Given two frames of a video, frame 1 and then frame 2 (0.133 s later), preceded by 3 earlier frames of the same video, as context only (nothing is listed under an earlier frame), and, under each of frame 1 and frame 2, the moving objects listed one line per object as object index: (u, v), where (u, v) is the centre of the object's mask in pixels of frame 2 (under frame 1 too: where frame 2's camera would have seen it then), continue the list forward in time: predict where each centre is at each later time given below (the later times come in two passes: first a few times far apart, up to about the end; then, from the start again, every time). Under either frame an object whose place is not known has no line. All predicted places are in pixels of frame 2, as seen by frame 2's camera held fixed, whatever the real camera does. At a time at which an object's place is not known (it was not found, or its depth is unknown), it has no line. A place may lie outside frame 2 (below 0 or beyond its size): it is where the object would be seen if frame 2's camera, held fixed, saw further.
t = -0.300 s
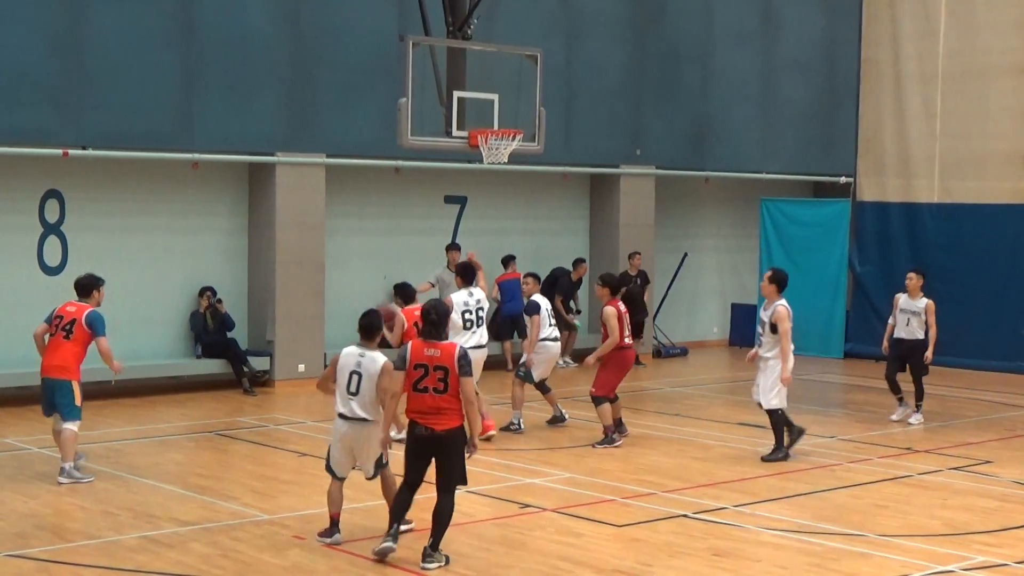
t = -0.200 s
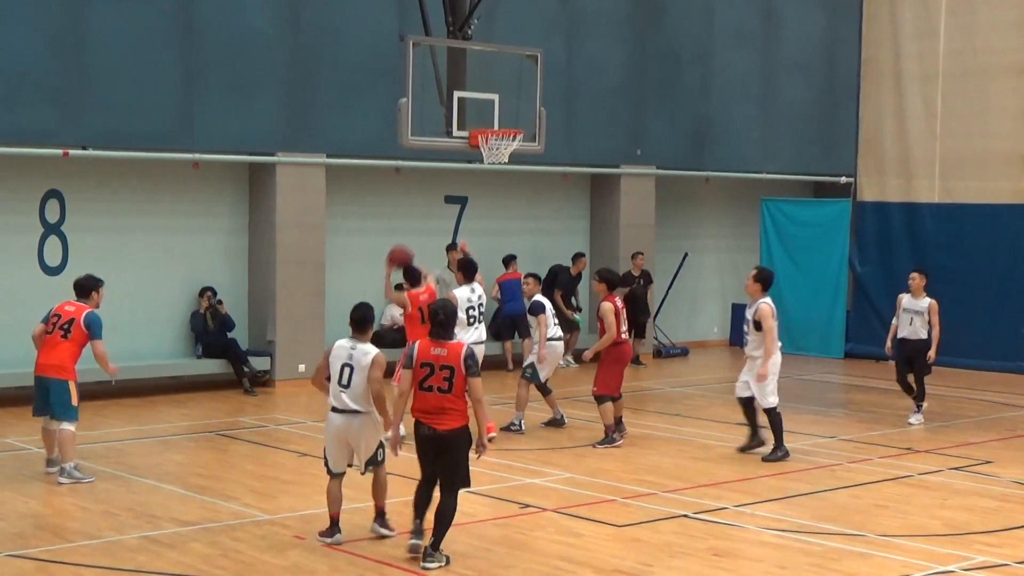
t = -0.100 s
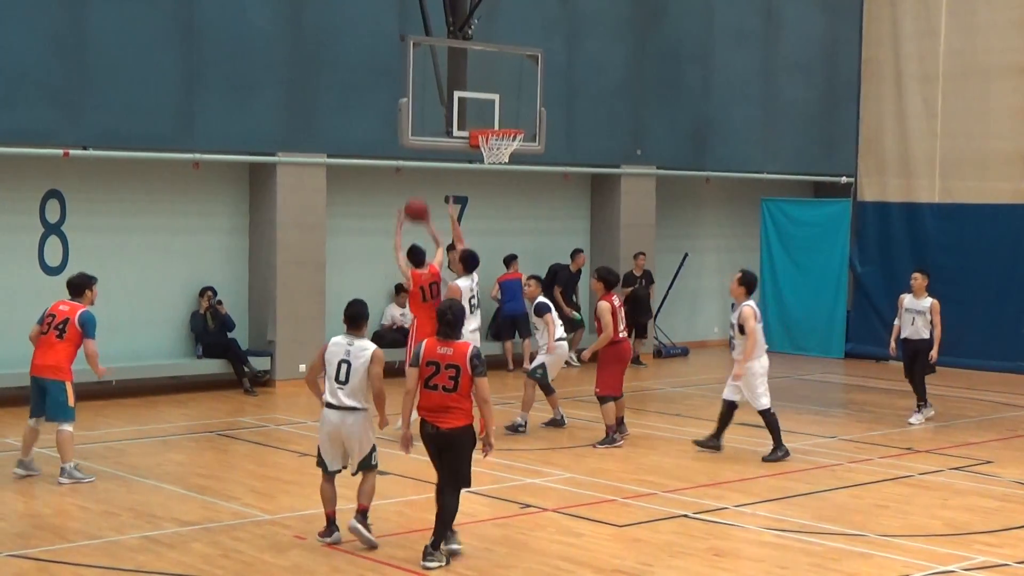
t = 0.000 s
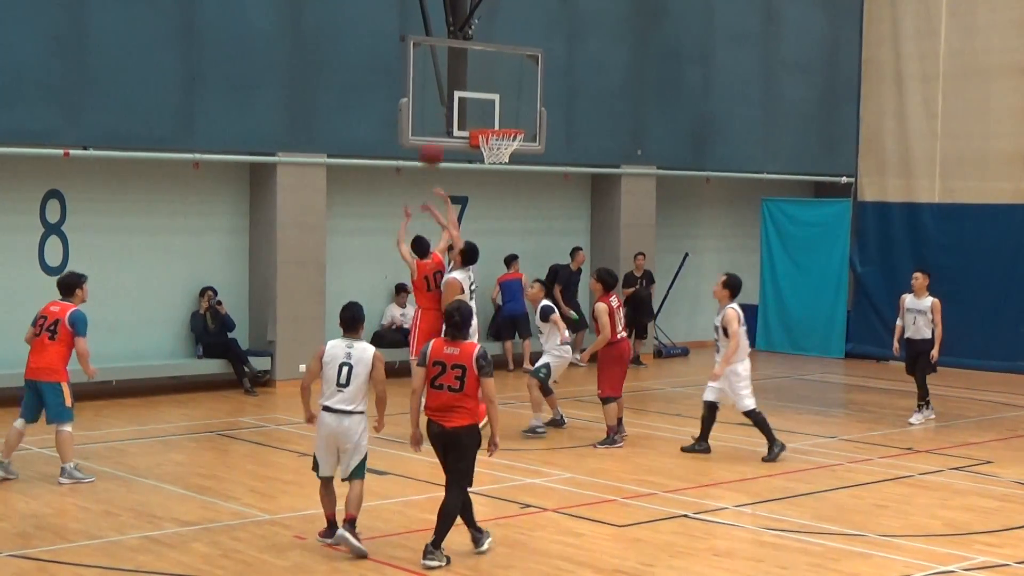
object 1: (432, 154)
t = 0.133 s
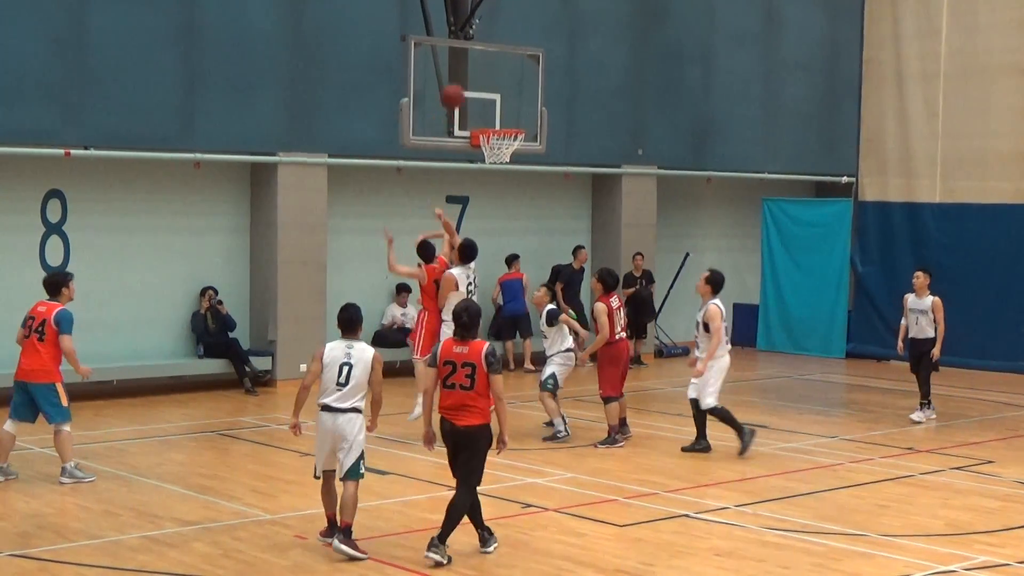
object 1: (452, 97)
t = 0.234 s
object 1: (467, 65)
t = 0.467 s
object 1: (500, 31)
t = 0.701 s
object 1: (532, 48)
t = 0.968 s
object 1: (566, 128)
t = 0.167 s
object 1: (457, 84)
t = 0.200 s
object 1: (462, 74)
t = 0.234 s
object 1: (467, 65)
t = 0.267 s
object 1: (472, 58)
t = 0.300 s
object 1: (477, 50)
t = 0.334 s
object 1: (482, 44)
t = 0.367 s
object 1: (487, 39)
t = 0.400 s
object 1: (491, 35)
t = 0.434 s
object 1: (496, 32)
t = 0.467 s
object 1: (500, 31)
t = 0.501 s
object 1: (505, 30)
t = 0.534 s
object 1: (510, 30)
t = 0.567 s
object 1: (514, 32)
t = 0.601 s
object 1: (519, 34)
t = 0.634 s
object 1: (523, 38)
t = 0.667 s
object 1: (527, 42)
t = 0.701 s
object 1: (532, 48)
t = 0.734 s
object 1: (536, 55)
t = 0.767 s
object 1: (540, 62)
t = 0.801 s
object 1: (545, 71)
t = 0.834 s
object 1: (549, 80)
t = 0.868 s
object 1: (554, 91)
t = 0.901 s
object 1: (558, 103)
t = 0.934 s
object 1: (561, 115)
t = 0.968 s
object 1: (566, 128)
